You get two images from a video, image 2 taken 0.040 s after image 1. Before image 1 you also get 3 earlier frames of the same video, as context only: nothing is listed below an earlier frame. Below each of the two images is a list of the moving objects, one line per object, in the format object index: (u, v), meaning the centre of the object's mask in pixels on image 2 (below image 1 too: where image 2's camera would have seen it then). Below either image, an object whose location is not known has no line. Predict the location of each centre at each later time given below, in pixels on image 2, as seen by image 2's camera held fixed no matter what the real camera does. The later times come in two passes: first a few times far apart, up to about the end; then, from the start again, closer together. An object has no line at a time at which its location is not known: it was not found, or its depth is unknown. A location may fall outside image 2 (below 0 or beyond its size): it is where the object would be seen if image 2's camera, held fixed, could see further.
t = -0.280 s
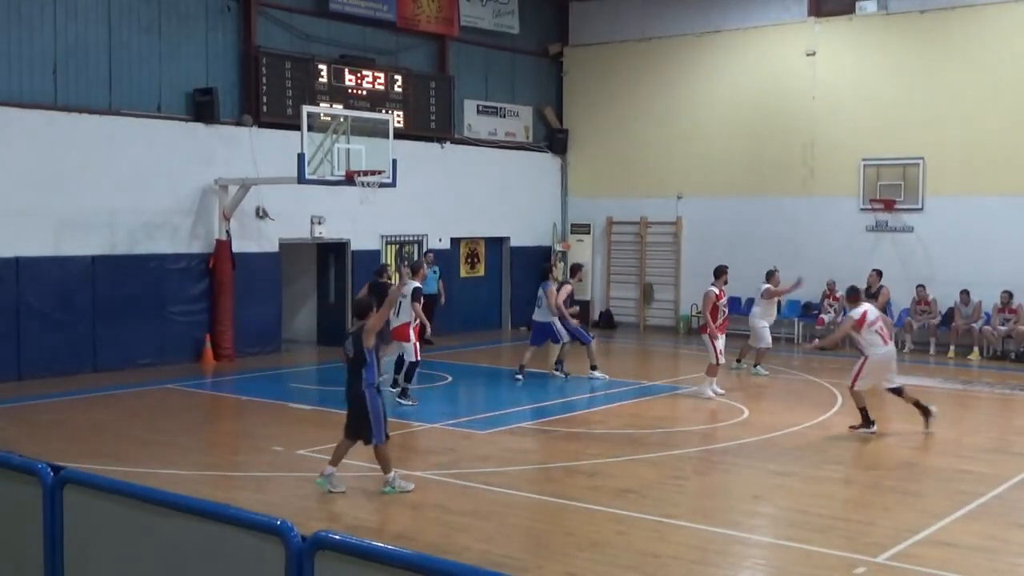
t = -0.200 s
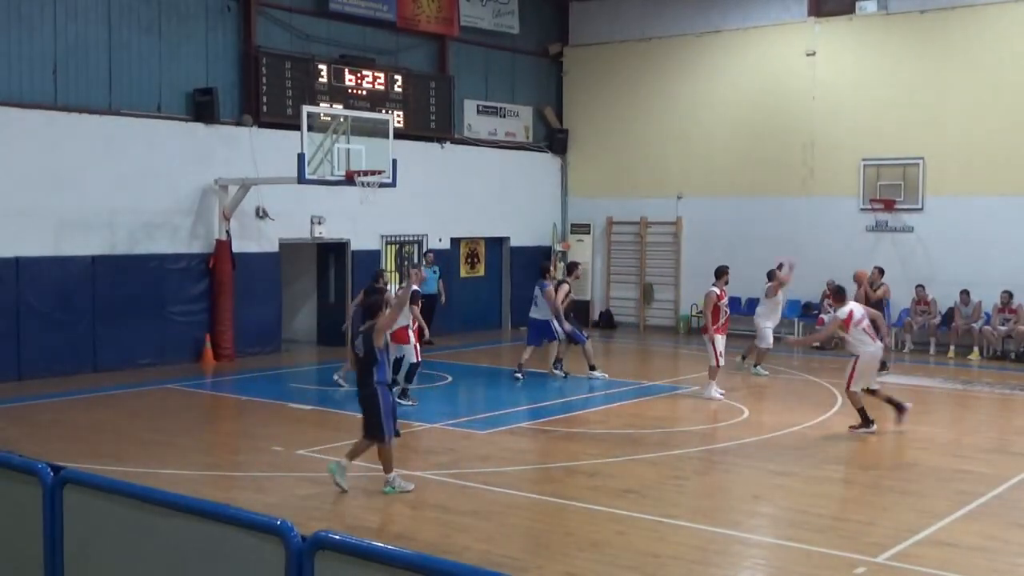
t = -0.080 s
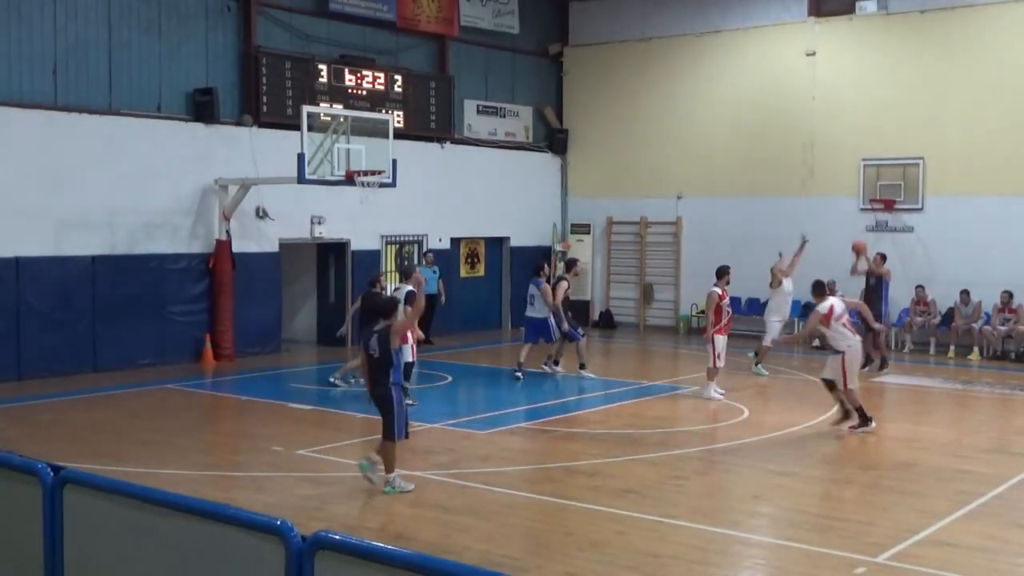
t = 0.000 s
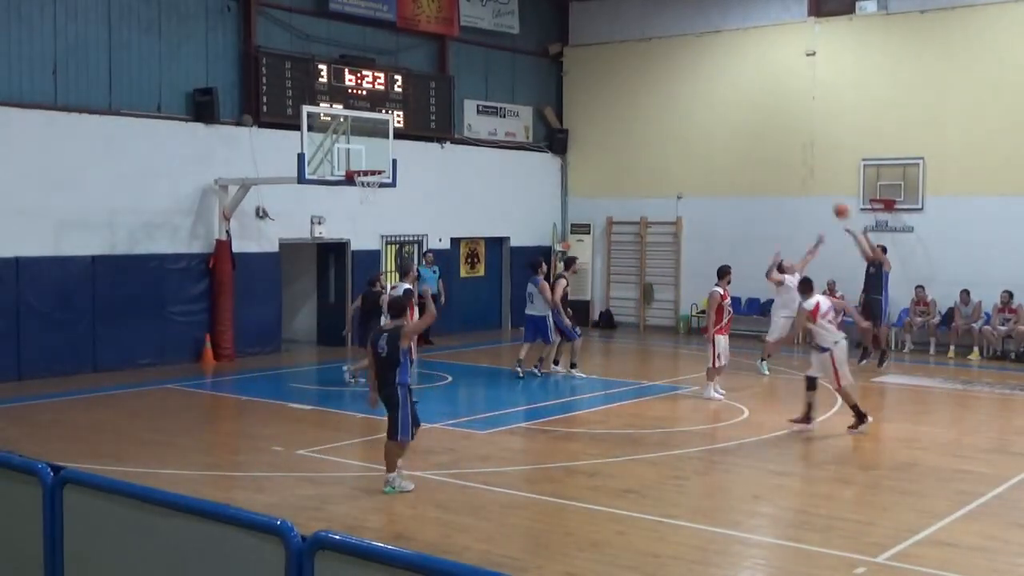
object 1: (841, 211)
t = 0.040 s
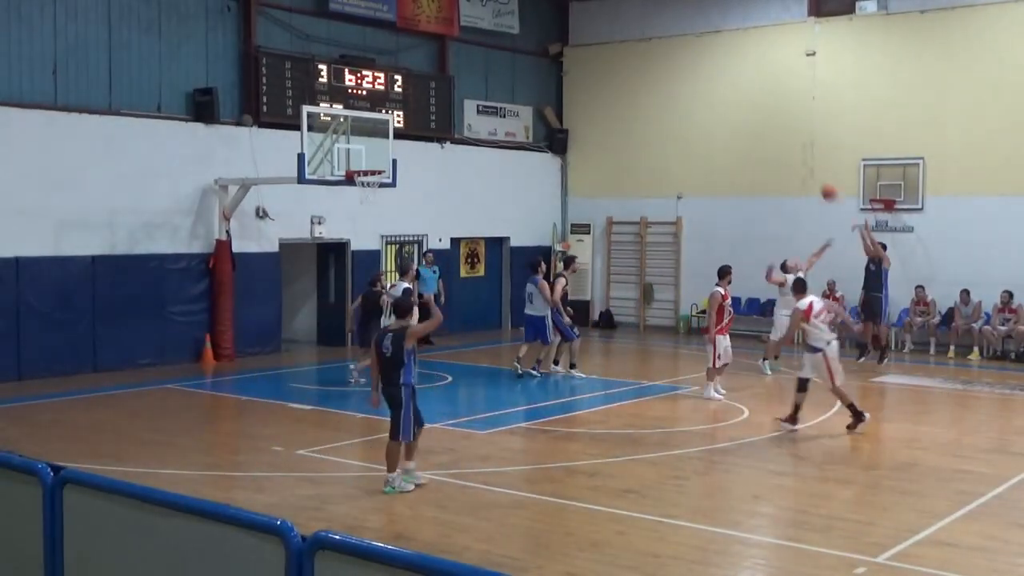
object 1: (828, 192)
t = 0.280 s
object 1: (755, 103)
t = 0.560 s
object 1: (668, 43)
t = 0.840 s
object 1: (580, 30)
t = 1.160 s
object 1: (478, 79)
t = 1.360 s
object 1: (413, 144)
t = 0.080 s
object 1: (816, 175)
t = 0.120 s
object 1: (804, 159)
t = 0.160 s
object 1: (792, 144)
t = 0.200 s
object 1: (779, 130)
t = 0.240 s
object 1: (767, 115)
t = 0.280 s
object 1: (755, 103)
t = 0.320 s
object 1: (743, 92)
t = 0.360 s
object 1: (730, 81)
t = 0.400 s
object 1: (718, 71)
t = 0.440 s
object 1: (705, 63)
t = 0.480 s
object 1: (693, 55)
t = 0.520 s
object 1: (680, 48)
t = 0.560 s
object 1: (668, 43)
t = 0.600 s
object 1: (656, 38)
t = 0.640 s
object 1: (643, 34)
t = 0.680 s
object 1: (631, 31)
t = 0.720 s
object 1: (618, 30)
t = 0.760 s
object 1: (605, 29)
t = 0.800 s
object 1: (592, 29)
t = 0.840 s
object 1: (580, 30)
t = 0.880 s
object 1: (567, 34)
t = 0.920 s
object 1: (554, 37)
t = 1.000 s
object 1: (529, 47)
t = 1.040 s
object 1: (516, 53)
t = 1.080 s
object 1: (504, 60)
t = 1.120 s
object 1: (491, 69)
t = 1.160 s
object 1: (478, 79)
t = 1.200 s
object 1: (466, 89)
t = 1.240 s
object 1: (453, 101)
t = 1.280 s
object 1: (441, 114)
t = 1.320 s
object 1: (427, 128)
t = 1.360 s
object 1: (413, 144)
